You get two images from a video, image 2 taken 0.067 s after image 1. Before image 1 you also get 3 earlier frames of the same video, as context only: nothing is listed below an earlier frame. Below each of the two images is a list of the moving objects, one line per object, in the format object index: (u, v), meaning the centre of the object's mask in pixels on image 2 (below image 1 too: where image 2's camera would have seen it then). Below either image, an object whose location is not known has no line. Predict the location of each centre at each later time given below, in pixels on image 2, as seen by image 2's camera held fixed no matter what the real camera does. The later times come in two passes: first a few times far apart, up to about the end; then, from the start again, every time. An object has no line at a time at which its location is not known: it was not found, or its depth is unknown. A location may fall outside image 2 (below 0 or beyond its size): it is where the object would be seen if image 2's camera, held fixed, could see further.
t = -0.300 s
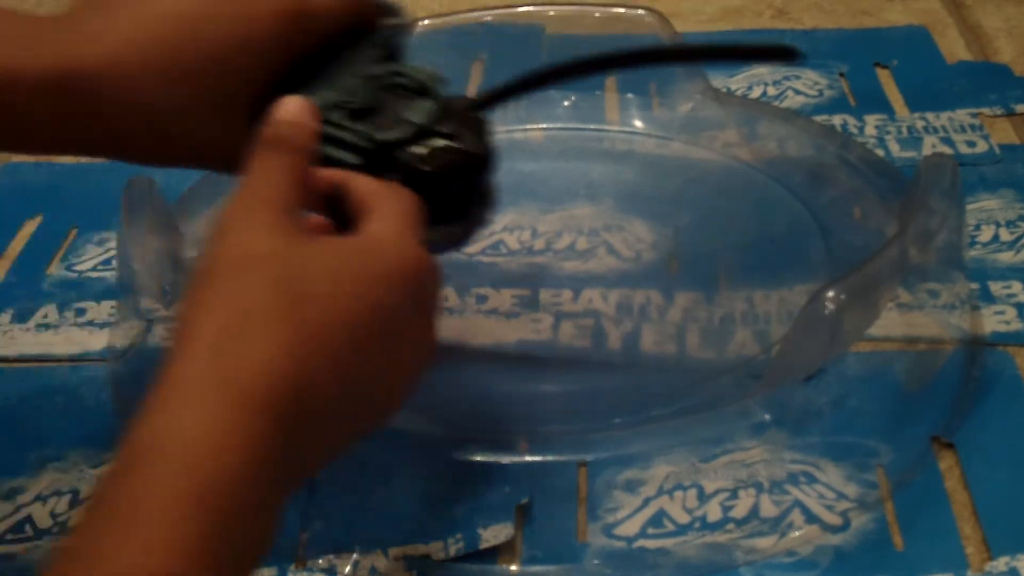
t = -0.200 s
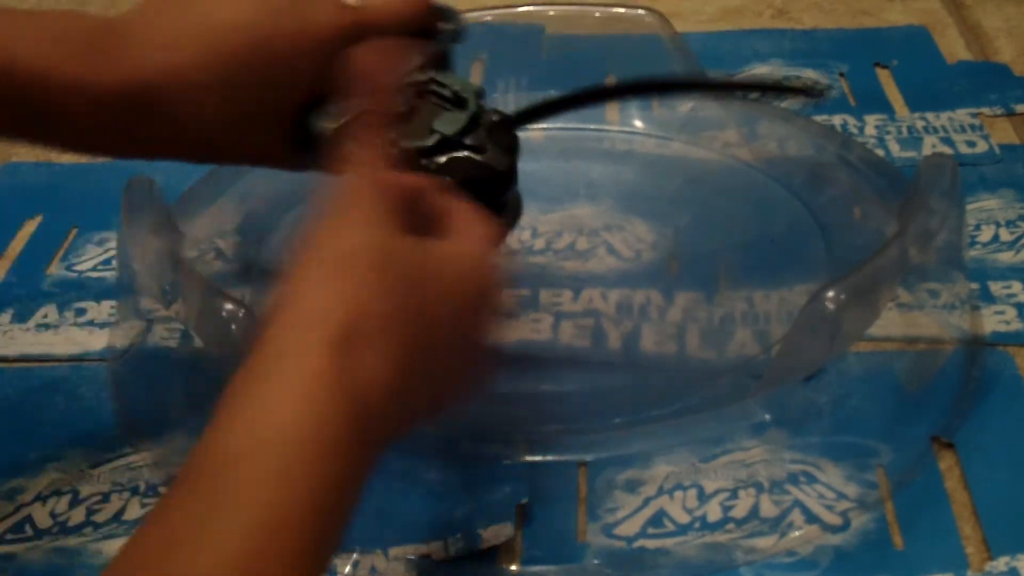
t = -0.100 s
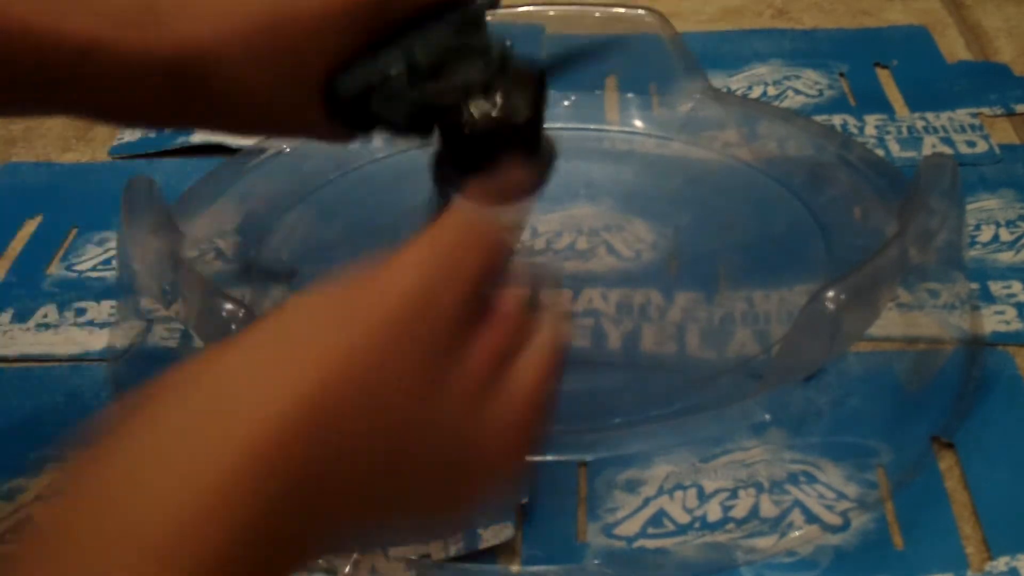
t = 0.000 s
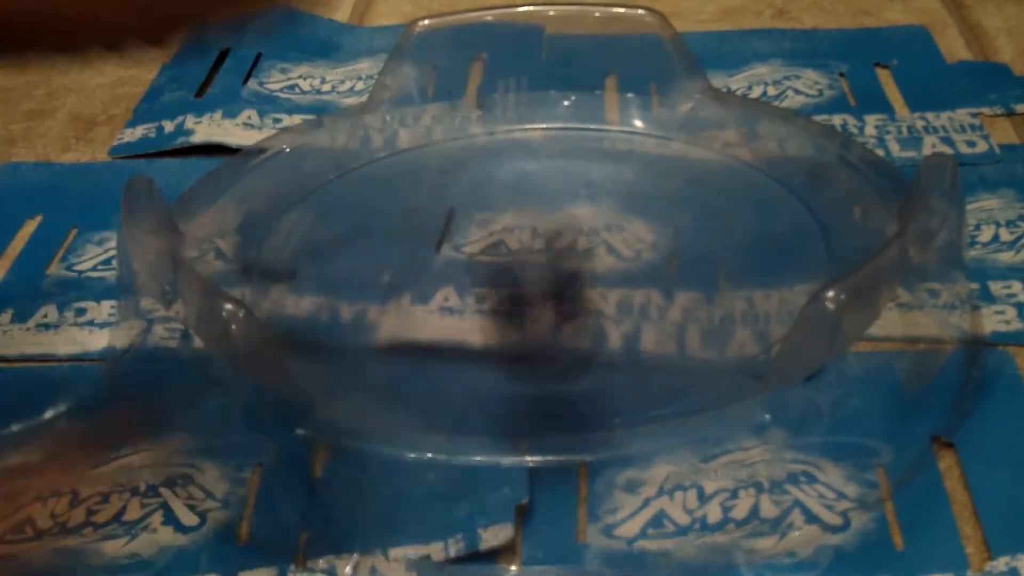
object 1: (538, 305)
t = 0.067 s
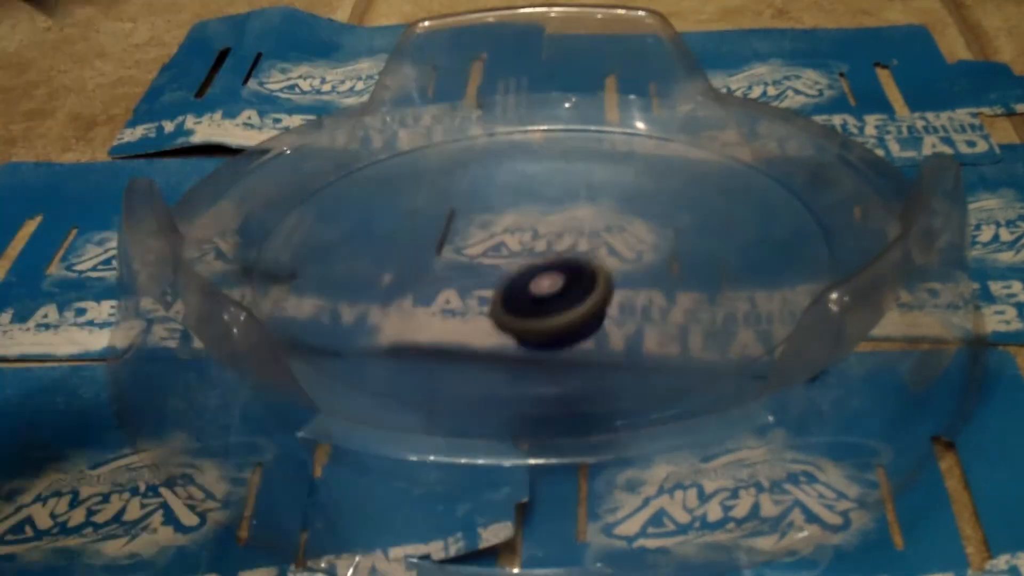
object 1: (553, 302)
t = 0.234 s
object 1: (574, 292)
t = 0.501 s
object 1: (554, 250)
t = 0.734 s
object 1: (516, 272)
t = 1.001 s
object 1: (491, 288)
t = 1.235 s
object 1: (473, 294)
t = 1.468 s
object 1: (466, 291)
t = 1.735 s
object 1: (462, 272)
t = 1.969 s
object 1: (461, 252)
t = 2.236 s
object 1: (466, 232)
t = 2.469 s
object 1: (480, 218)
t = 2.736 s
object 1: (503, 207)
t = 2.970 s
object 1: (530, 206)
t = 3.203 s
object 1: (559, 208)
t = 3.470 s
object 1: (588, 220)
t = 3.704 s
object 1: (607, 234)
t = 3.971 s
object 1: (616, 252)
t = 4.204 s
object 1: (609, 266)
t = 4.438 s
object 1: (589, 279)
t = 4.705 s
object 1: (555, 287)
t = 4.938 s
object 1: (521, 288)
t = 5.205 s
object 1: (485, 283)
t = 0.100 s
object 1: (556, 304)
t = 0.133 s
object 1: (563, 319)
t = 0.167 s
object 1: (567, 308)
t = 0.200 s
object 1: (571, 301)
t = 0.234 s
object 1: (574, 292)
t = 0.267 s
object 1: (575, 283)
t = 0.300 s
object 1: (576, 273)
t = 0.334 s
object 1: (575, 265)
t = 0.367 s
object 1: (574, 258)
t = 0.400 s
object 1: (570, 253)
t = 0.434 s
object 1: (565, 250)
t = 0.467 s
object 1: (560, 250)
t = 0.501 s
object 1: (554, 250)
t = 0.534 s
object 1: (547, 253)
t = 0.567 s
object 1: (540, 255)
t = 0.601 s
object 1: (533, 259)
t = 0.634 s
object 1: (528, 263)
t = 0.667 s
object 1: (523, 266)
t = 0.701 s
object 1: (520, 269)
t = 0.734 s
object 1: (516, 272)
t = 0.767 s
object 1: (512, 273)
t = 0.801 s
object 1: (509, 277)
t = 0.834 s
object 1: (506, 279)
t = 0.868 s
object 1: (502, 281)
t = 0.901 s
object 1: (499, 283)
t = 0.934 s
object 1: (497, 285)
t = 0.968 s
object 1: (494, 287)
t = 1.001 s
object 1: (491, 288)
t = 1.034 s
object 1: (488, 289)
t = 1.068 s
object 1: (486, 290)
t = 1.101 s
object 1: (483, 291)
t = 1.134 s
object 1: (481, 292)
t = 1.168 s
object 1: (478, 293)
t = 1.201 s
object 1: (476, 293)
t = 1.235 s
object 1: (473, 294)
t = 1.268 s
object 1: (471, 294)
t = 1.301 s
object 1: (469, 294)
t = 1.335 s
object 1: (468, 294)
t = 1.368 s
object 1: (467, 294)
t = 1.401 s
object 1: (467, 293)
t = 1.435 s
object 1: (466, 292)
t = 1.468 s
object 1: (466, 291)
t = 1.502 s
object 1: (466, 289)
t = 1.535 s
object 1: (465, 287)
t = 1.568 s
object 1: (464, 285)
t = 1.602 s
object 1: (463, 283)
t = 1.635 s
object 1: (463, 281)
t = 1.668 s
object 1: (463, 278)
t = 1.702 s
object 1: (462, 275)
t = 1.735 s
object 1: (462, 272)
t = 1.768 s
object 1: (461, 269)
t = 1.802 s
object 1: (461, 267)
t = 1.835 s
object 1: (461, 263)
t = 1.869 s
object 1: (460, 261)
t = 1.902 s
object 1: (460, 258)
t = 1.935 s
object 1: (461, 255)
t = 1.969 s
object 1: (461, 252)
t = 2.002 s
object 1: (461, 249)
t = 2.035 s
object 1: (461, 247)
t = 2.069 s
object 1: (462, 244)
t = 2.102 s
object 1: (462, 241)
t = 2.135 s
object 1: (463, 238)
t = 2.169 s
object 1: (464, 237)
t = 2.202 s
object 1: (465, 233)
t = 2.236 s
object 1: (466, 232)
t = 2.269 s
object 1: (468, 230)
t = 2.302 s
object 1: (470, 227)
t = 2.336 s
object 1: (471, 225)
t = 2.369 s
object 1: (474, 224)
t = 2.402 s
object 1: (476, 220)
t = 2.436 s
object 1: (478, 219)
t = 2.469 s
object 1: (480, 218)
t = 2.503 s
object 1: (483, 216)
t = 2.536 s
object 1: (486, 213)
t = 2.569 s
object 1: (489, 212)
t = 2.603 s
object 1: (491, 211)
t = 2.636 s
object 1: (494, 210)
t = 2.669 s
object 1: (497, 209)
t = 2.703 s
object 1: (500, 208)
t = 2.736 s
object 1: (503, 207)
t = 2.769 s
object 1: (507, 207)
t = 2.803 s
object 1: (510, 206)
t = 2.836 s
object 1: (514, 205)
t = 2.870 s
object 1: (518, 205)
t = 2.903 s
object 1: (522, 206)
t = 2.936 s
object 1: (526, 205)
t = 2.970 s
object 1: (530, 206)
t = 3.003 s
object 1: (535, 206)
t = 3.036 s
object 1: (539, 206)
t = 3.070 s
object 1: (544, 206)
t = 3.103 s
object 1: (548, 206)
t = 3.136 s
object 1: (552, 207)
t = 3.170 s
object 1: (556, 207)
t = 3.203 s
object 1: (559, 208)
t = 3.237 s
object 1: (563, 209)
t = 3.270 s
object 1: (567, 210)
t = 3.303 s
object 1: (570, 212)
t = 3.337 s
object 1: (574, 212)
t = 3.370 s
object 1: (578, 214)
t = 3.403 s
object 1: (581, 216)
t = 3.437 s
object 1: (585, 218)
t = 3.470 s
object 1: (588, 220)
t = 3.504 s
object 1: (591, 222)
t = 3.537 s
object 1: (595, 223)
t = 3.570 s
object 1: (598, 226)
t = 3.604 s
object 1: (600, 228)
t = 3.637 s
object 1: (603, 230)
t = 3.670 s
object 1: (605, 232)
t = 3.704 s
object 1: (607, 234)
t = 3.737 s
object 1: (609, 237)
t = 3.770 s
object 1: (610, 239)
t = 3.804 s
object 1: (612, 241)
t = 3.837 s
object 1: (613, 243)
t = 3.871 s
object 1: (614, 245)
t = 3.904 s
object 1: (615, 247)
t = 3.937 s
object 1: (616, 249)
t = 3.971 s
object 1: (616, 252)
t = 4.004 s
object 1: (616, 254)
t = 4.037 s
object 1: (616, 256)
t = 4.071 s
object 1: (615, 258)
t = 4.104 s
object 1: (614, 261)
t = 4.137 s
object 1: (613, 262)
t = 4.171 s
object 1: (611, 264)
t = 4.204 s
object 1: (609, 266)
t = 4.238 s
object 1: (607, 268)
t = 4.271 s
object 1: (605, 270)
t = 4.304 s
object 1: (603, 272)
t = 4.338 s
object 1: (599, 273)
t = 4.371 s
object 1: (596, 275)
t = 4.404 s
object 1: (592, 277)
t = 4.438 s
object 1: (589, 279)
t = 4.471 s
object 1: (585, 280)
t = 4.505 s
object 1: (580, 281)
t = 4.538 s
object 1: (577, 282)
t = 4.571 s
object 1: (573, 284)
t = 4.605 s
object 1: (568, 285)
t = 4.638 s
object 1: (564, 286)
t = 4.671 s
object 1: (559, 287)
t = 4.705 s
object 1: (555, 287)
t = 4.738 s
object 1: (550, 288)
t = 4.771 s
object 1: (545, 288)
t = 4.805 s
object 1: (540, 288)
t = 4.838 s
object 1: (535, 289)
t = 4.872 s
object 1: (530, 289)
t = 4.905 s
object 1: (525, 289)
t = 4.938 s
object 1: (521, 288)
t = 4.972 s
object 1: (516, 288)
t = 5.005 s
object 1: (511, 288)
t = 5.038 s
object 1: (507, 287)
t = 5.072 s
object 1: (502, 287)
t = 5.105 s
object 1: (498, 286)
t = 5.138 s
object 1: (493, 285)
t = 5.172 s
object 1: (489, 284)
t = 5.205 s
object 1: (485, 283)
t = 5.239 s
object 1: (481, 282)
